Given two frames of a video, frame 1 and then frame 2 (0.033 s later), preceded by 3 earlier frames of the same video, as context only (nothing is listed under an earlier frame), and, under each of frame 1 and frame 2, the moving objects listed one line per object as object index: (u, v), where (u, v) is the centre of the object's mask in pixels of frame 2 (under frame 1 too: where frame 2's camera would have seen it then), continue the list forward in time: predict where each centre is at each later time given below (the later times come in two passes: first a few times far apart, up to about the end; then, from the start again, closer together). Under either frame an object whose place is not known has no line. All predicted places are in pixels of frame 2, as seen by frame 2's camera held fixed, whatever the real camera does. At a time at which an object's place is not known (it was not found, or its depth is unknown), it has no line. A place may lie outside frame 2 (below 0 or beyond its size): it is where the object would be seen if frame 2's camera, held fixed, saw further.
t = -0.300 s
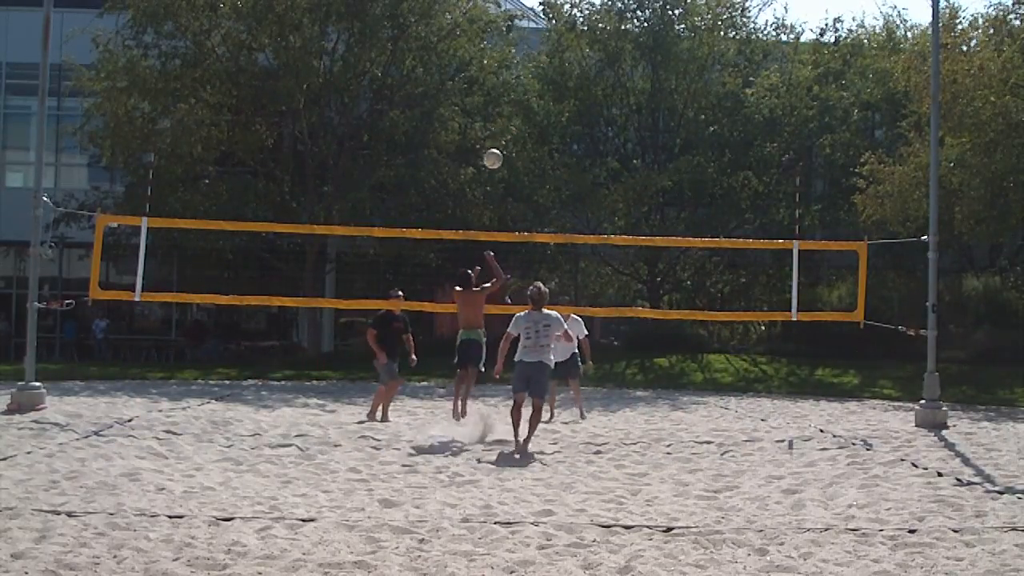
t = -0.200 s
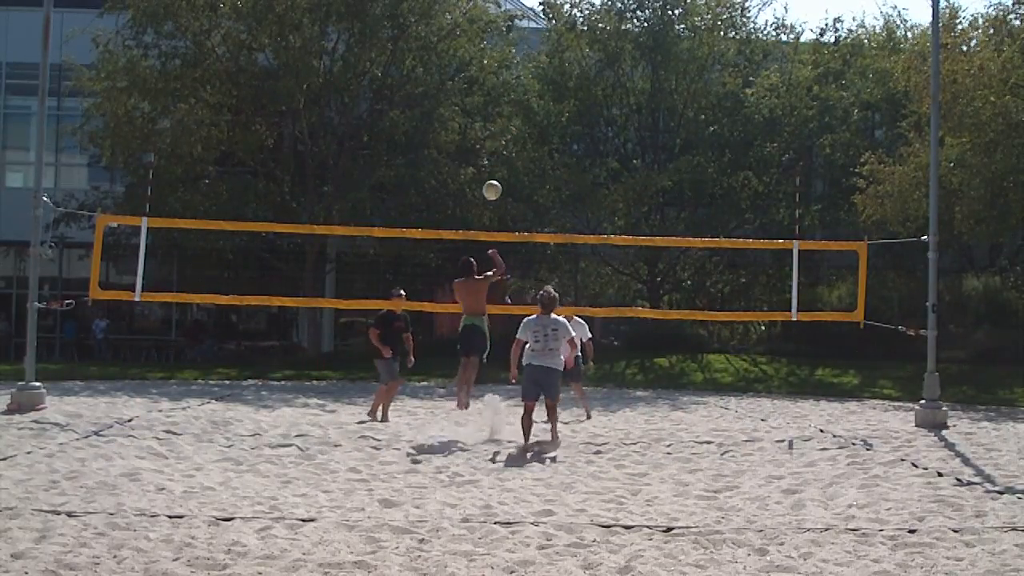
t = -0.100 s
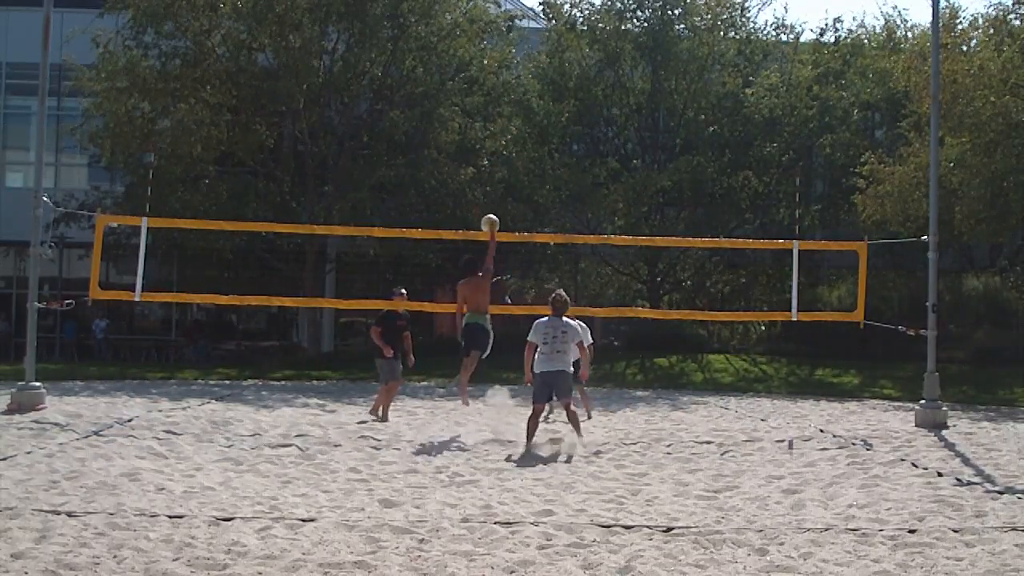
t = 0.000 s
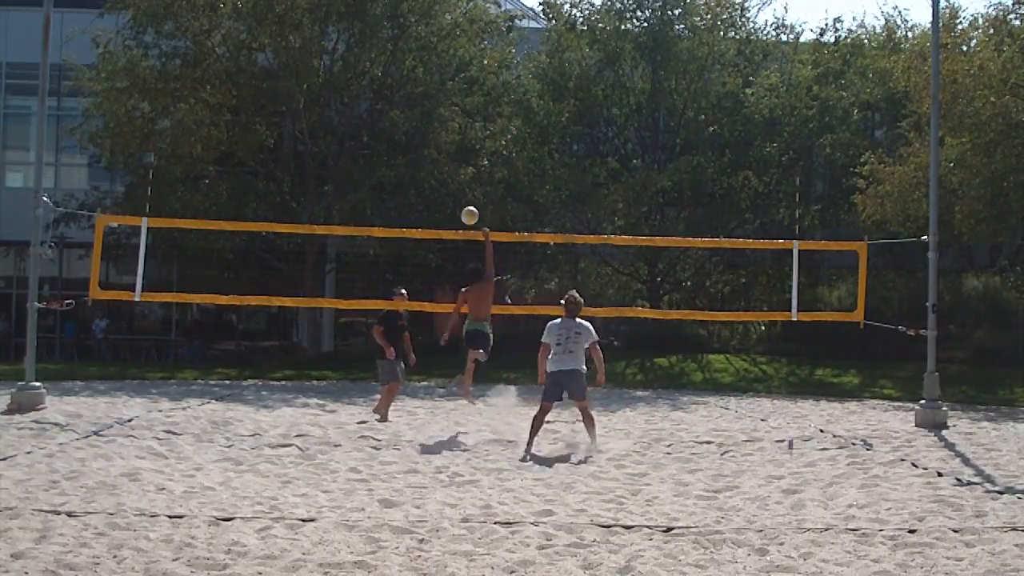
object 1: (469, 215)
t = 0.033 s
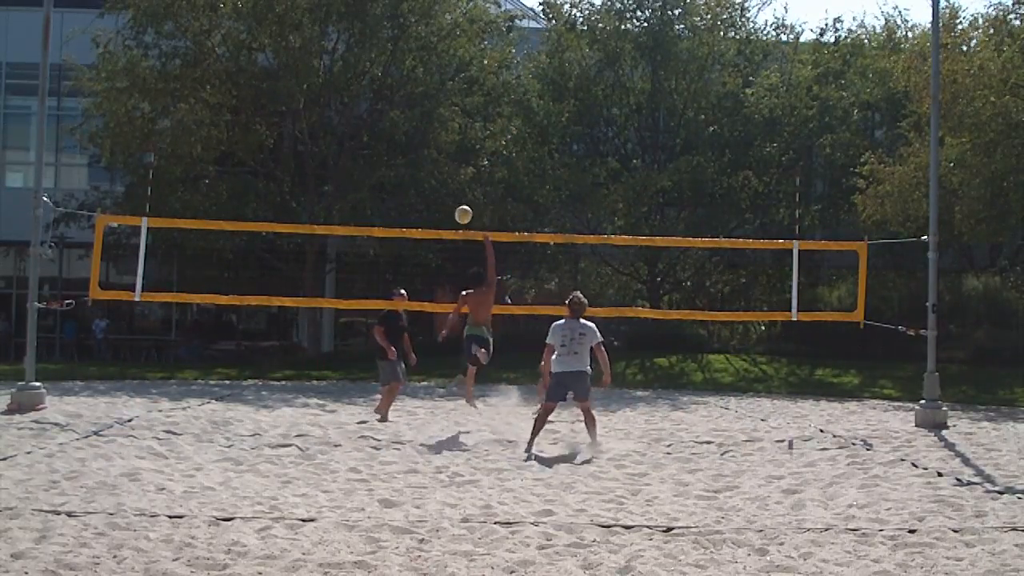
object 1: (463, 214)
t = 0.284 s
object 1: (420, 241)
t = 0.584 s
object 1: (380, 314)
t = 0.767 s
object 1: (364, 379)
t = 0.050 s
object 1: (460, 214)
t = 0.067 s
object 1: (457, 214)
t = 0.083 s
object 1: (454, 214)
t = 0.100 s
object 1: (451, 215)
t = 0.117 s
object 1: (448, 216)
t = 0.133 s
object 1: (445, 217)
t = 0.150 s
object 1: (442, 218)
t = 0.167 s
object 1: (439, 220)
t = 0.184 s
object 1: (437, 221)
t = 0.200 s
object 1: (434, 223)
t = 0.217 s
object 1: (431, 224)
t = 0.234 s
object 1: (429, 225)
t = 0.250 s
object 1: (426, 227)
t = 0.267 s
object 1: (424, 228)
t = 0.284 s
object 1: (420, 241)
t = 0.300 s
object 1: (418, 242)
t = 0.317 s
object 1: (416, 243)
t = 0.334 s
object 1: (414, 245)
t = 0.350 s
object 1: (411, 249)
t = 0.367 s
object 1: (409, 253)
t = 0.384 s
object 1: (407, 257)
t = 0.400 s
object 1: (405, 261)
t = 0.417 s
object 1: (402, 265)
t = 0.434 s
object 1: (400, 269)
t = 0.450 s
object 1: (398, 274)
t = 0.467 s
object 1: (396, 278)
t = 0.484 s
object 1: (394, 282)
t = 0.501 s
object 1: (391, 286)
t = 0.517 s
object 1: (388, 292)
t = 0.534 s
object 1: (387, 295)
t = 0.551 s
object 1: (386, 298)
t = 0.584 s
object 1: (380, 314)
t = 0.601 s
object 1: (379, 319)
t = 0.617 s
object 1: (378, 325)
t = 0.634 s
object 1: (376, 330)
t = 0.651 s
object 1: (375, 336)
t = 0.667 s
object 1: (373, 342)
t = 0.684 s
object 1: (372, 348)
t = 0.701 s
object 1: (370, 354)
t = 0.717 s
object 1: (369, 360)
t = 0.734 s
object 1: (367, 367)
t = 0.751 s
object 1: (366, 373)
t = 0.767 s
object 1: (364, 379)
